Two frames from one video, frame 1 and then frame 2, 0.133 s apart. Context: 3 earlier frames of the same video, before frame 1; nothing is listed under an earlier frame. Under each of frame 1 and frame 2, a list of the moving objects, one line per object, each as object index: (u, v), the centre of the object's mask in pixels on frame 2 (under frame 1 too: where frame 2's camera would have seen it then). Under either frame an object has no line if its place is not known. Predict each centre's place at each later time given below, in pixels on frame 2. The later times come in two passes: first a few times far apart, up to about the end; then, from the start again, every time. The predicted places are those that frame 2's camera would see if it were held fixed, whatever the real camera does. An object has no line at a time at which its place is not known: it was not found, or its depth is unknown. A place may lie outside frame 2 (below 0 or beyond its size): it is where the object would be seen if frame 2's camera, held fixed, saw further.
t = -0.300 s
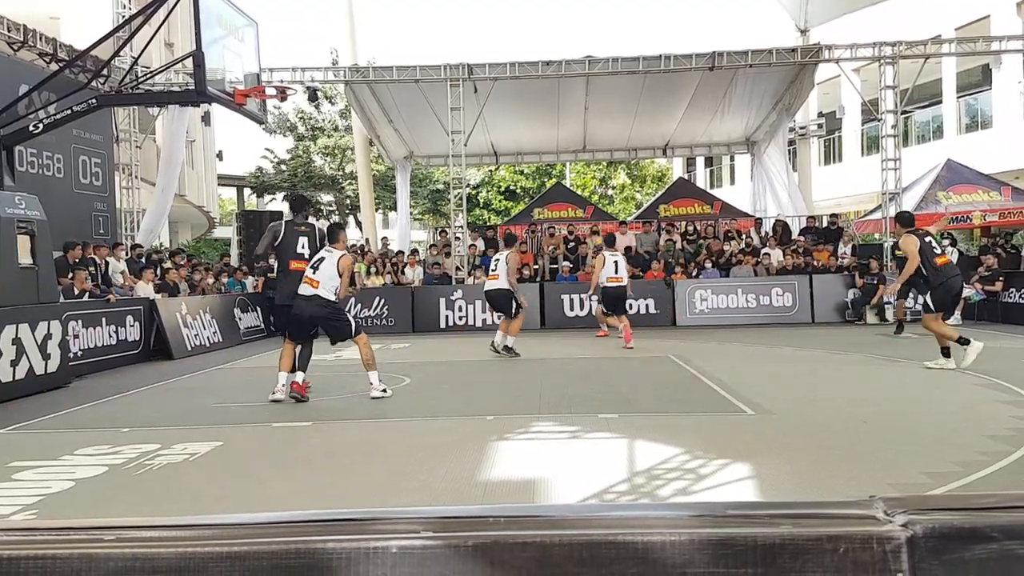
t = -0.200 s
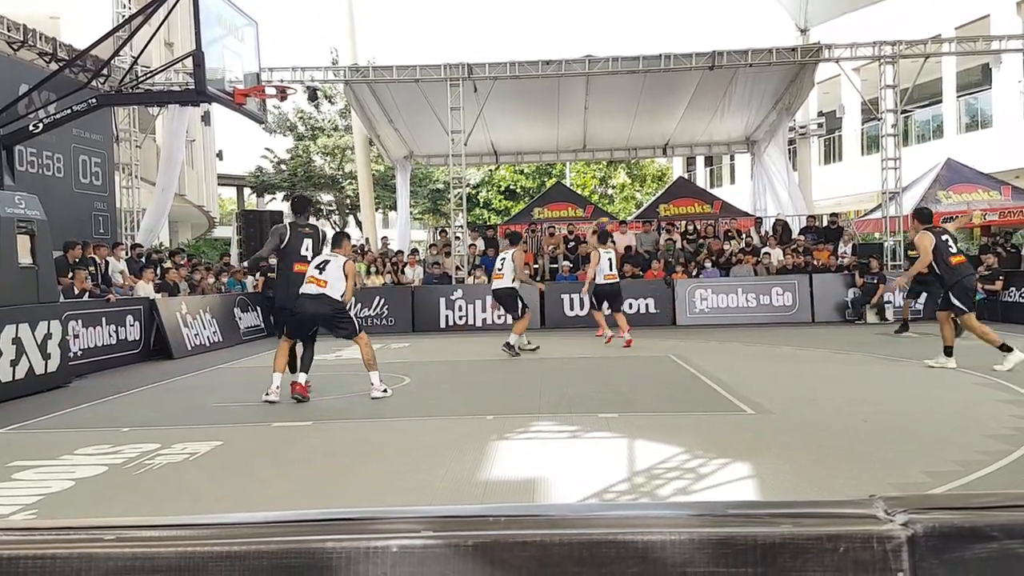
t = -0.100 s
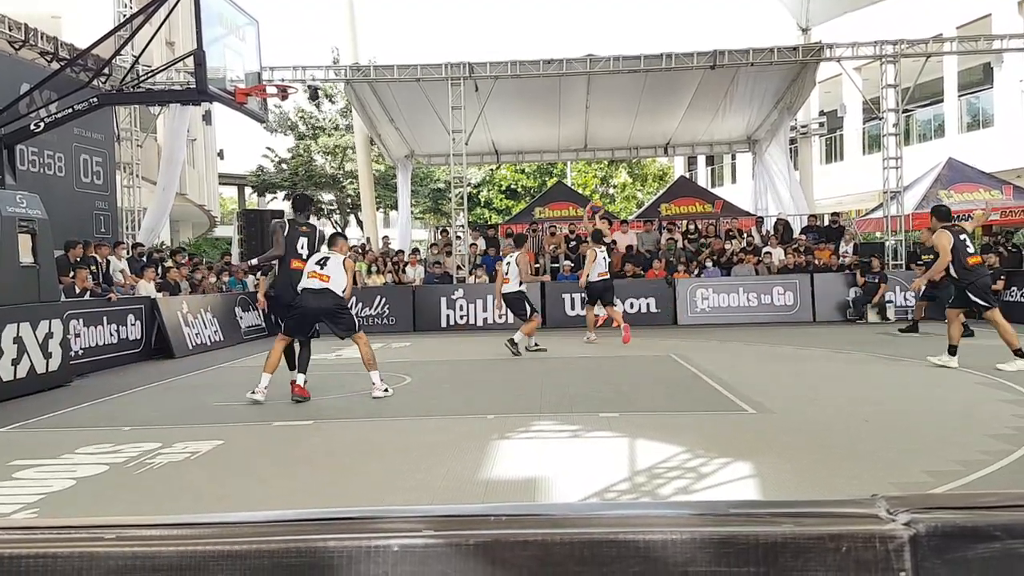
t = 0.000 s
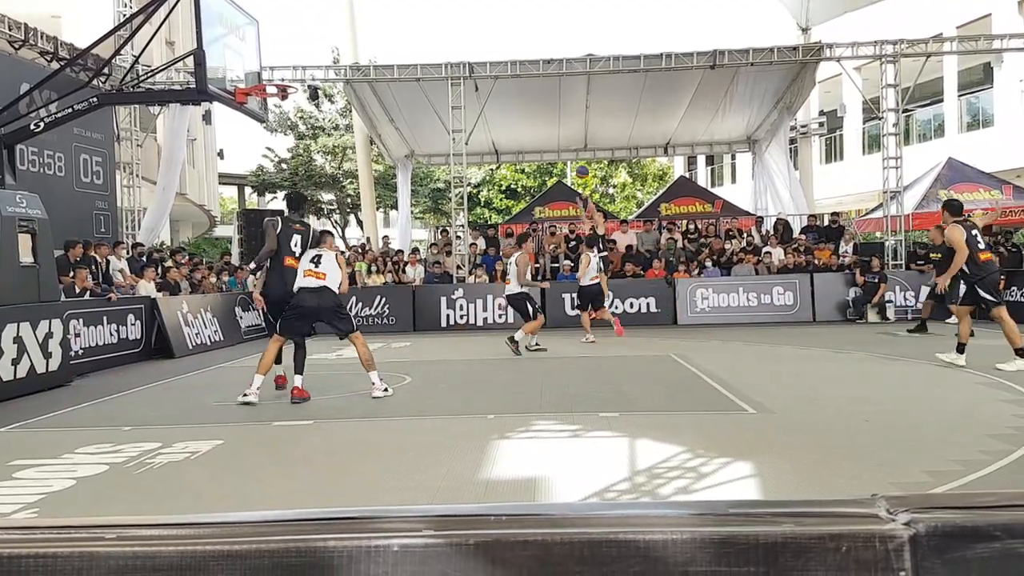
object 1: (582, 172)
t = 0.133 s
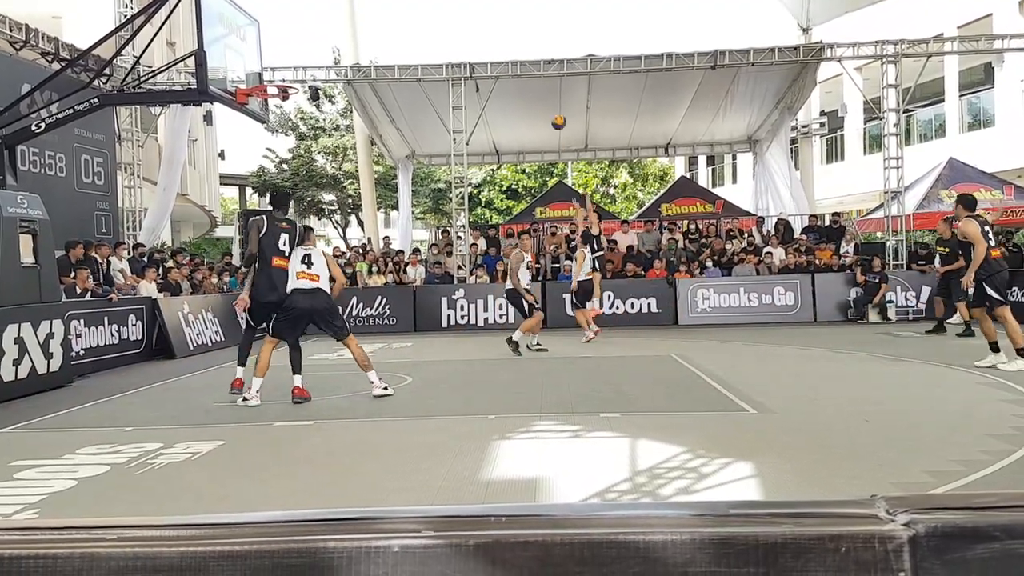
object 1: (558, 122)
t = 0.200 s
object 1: (546, 100)
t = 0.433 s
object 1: (499, 36)
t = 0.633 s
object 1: (453, 5)
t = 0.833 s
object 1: (403, 3)
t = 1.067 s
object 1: (335, 38)
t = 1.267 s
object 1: (289, 59)
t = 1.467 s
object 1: (269, 35)
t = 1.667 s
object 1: (250, 53)
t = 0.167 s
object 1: (552, 111)
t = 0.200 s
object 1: (546, 100)
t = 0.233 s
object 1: (540, 90)
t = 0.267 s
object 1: (533, 80)
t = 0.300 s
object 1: (526, 70)
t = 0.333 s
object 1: (519, 61)
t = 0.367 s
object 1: (513, 52)
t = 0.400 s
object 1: (506, 44)
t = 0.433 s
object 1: (499, 36)
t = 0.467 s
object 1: (491, 29)
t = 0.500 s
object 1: (484, 23)
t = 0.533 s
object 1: (477, 17)
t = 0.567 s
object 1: (469, 12)
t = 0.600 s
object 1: (461, 8)
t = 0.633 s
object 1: (453, 5)
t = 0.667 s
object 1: (445, 4)
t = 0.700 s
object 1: (437, 3)
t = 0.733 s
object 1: (429, 2)
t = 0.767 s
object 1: (420, 2)
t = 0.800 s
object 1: (412, 2)
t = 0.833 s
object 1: (403, 3)
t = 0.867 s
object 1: (394, 4)
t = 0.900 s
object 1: (384, 6)
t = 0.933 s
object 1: (375, 10)
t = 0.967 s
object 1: (365, 15)
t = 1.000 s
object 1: (355, 22)
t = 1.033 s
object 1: (346, 29)
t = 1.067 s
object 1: (335, 38)
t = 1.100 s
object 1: (325, 48)
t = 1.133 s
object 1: (314, 60)
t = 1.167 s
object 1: (303, 73)
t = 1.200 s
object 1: (296, 76)
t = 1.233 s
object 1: (293, 67)
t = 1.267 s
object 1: (289, 59)
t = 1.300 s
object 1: (286, 53)
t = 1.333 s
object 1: (283, 47)
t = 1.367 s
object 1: (279, 42)
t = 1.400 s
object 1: (276, 39)
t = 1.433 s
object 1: (273, 36)
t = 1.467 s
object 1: (269, 35)
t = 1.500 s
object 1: (266, 35)
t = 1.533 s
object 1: (263, 36)
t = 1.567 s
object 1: (259, 38)
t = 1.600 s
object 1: (256, 42)
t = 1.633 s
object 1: (253, 46)
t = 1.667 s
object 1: (250, 53)
